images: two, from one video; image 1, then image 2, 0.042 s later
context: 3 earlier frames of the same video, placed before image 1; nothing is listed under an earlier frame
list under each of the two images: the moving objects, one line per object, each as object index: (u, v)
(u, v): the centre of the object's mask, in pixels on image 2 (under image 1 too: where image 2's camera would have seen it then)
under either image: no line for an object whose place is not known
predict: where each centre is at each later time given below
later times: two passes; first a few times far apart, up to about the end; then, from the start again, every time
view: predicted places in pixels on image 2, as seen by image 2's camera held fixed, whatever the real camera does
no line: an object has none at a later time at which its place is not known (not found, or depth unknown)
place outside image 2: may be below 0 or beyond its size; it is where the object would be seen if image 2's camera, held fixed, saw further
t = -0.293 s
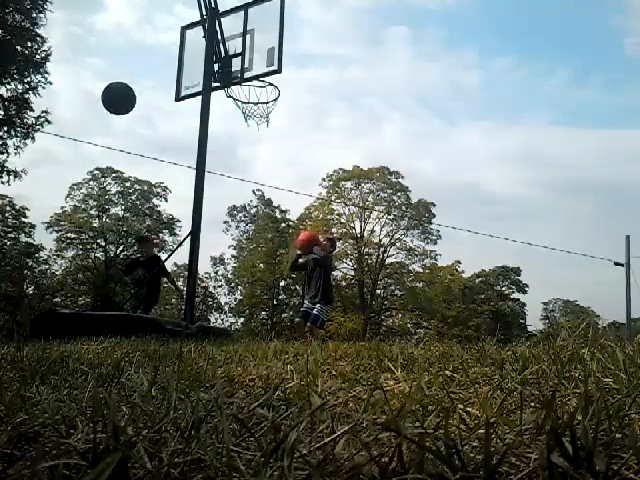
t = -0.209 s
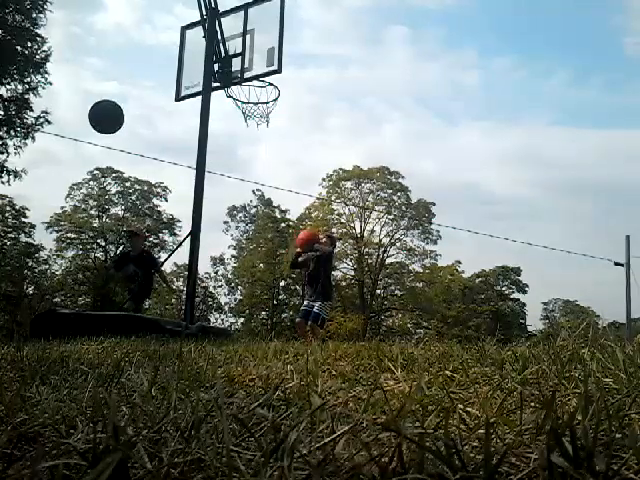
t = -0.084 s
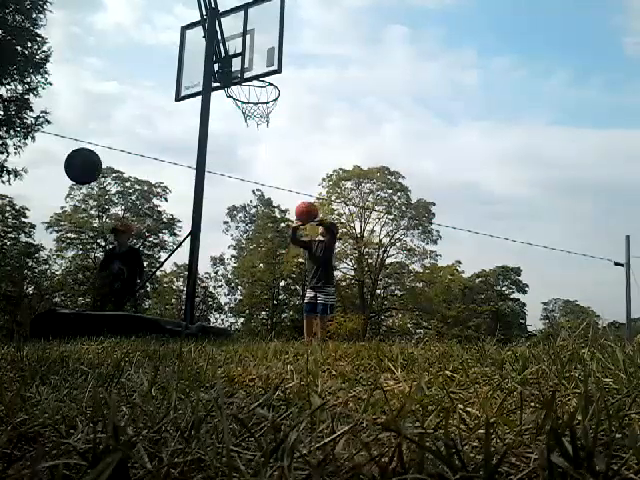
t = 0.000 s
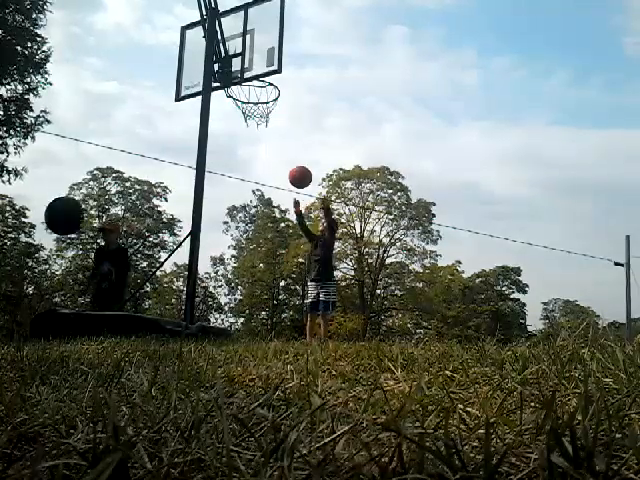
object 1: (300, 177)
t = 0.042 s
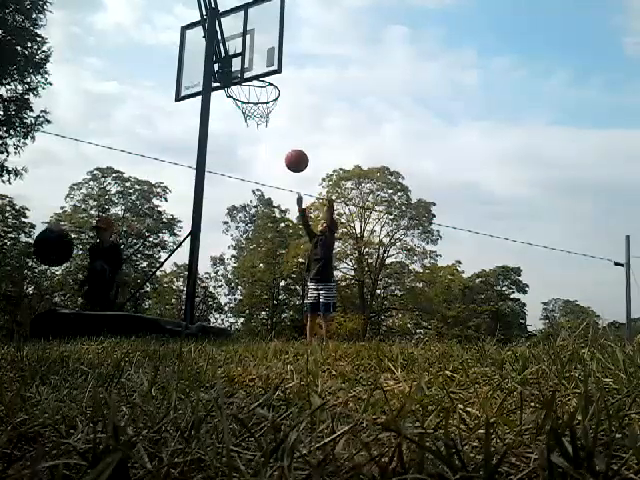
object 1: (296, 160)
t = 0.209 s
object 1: (280, 108)
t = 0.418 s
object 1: (256, 71)
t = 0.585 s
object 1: (235, 63)
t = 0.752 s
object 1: (245, 73)
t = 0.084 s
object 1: (292, 146)
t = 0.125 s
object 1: (288, 131)
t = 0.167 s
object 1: (284, 119)
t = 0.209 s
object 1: (280, 108)
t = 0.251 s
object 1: (275, 98)
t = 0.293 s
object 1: (270, 90)
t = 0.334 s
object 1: (266, 85)
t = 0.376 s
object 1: (261, 77)
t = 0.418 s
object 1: (256, 71)
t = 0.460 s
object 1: (249, 67)
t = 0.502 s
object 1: (245, 67)
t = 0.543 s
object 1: (239, 68)
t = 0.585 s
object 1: (235, 63)
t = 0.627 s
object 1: (235, 62)
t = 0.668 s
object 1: (240, 65)
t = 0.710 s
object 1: (240, 67)
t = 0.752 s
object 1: (245, 73)
